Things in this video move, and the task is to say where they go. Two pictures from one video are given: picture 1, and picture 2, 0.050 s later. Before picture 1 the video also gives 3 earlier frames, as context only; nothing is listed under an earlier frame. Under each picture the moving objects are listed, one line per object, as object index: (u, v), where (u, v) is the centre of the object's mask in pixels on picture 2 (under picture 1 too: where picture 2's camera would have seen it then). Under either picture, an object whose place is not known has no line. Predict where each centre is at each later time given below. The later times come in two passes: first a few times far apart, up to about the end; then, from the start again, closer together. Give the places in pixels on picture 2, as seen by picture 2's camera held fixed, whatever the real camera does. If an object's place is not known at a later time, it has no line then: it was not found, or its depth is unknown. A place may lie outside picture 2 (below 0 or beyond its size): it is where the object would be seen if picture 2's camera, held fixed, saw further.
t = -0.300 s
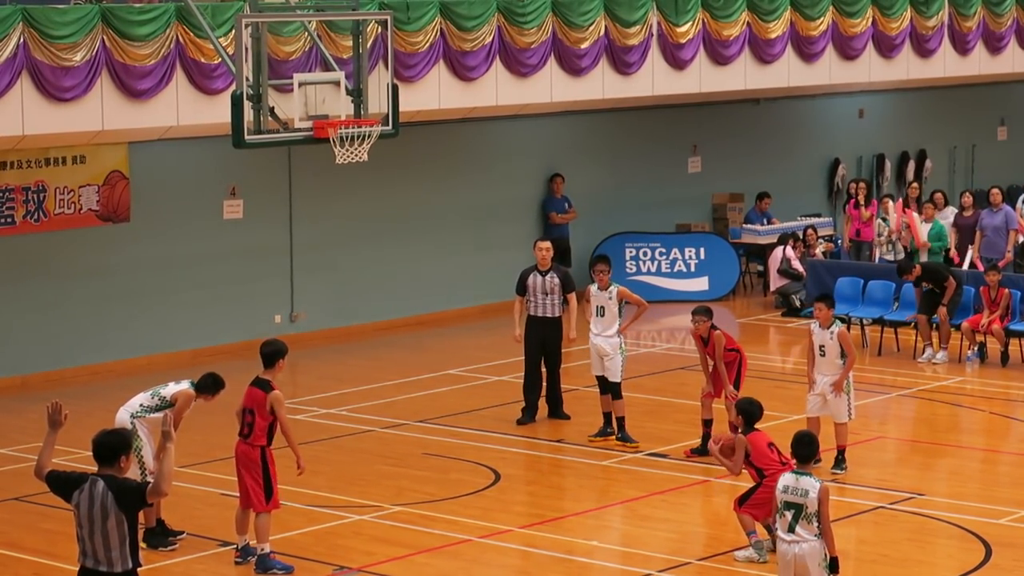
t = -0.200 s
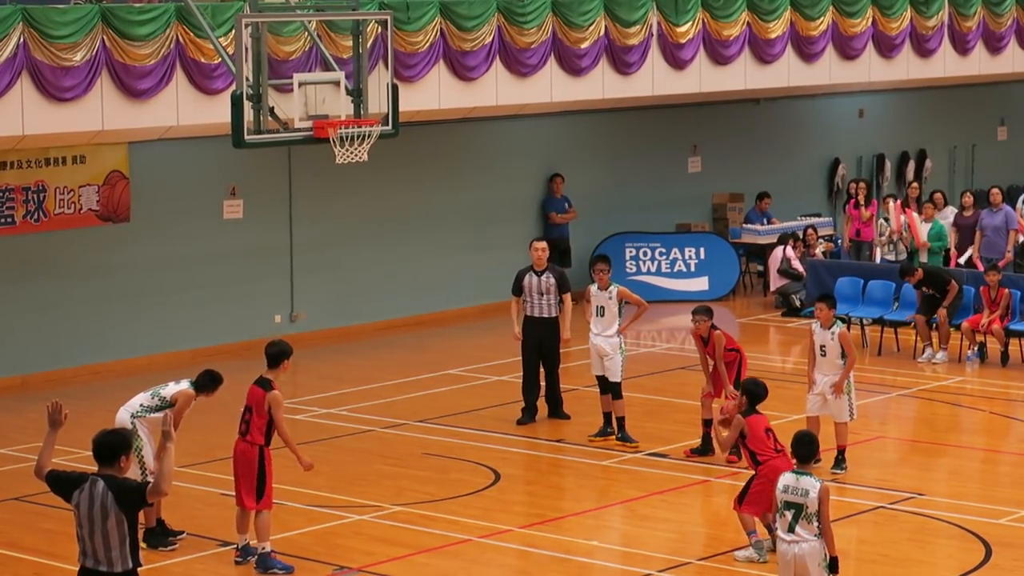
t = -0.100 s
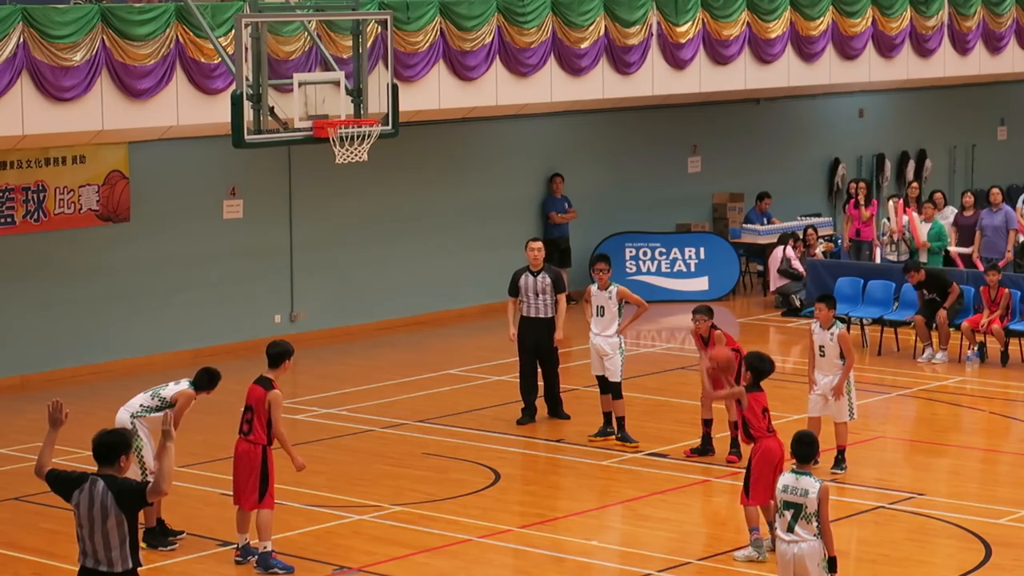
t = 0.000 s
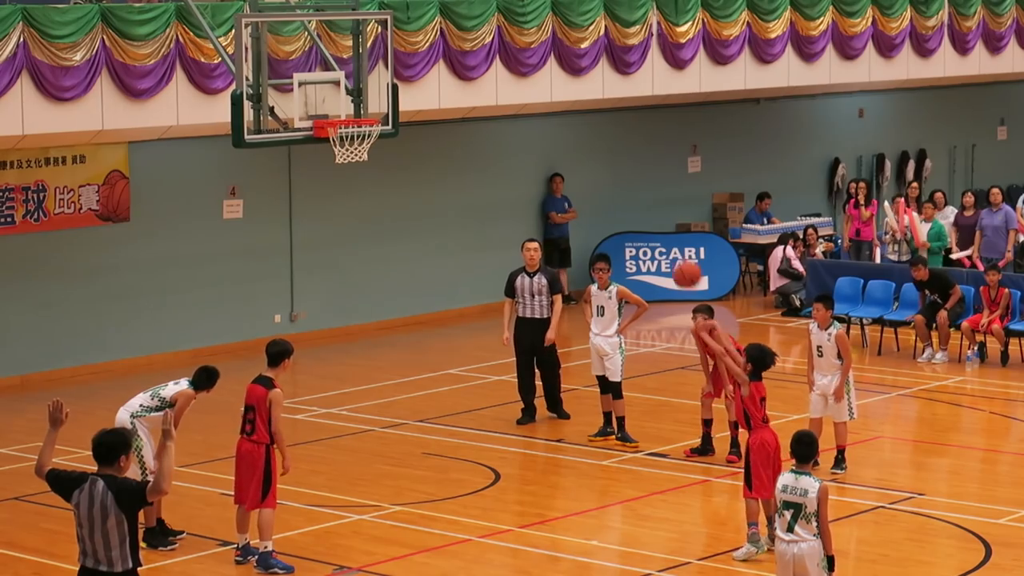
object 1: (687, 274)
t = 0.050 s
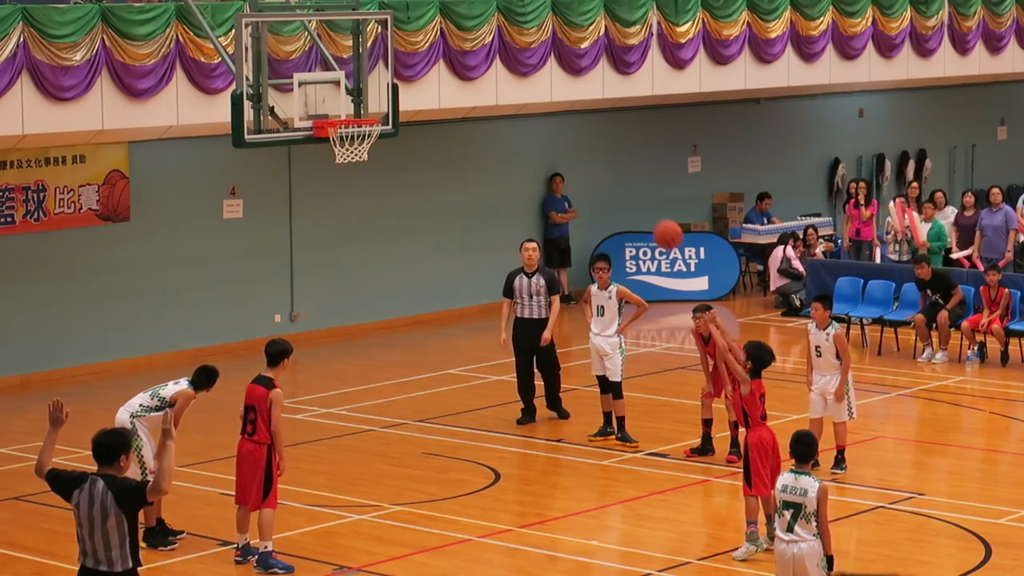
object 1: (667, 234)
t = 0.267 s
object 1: (587, 104)
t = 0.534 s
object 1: (496, 28)
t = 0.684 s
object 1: (448, 25)
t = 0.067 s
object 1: (661, 222)
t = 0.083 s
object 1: (655, 210)
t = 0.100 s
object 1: (648, 198)
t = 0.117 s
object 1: (642, 187)
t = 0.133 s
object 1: (636, 176)
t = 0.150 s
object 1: (630, 166)
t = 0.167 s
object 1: (624, 156)
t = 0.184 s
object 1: (617, 146)
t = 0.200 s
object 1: (611, 137)
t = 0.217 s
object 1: (605, 128)
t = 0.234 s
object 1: (599, 120)
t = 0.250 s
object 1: (593, 112)
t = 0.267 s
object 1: (587, 104)
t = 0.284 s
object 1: (581, 96)
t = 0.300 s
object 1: (575, 89)
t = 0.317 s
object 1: (569, 82)
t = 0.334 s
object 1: (563, 76)
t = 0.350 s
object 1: (557, 70)
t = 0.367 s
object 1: (551, 64)
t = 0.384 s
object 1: (546, 59)
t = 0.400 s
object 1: (540, 54)
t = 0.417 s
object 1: (535, 50)
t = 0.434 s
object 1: (529, 44)
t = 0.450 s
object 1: (523, 42)
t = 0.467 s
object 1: (517, 38)
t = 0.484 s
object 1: (512, 35)
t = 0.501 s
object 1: (507, 32)
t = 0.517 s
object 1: (501, 30)
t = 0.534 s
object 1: (496, 28)
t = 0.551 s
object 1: (490, 26)
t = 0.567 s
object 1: (485, 25)
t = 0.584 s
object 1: (479, 24)
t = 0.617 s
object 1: (468, 23)
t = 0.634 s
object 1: (463, 23)
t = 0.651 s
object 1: (458, 23)
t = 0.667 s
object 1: (453, 24)
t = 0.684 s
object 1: (448, 25)
